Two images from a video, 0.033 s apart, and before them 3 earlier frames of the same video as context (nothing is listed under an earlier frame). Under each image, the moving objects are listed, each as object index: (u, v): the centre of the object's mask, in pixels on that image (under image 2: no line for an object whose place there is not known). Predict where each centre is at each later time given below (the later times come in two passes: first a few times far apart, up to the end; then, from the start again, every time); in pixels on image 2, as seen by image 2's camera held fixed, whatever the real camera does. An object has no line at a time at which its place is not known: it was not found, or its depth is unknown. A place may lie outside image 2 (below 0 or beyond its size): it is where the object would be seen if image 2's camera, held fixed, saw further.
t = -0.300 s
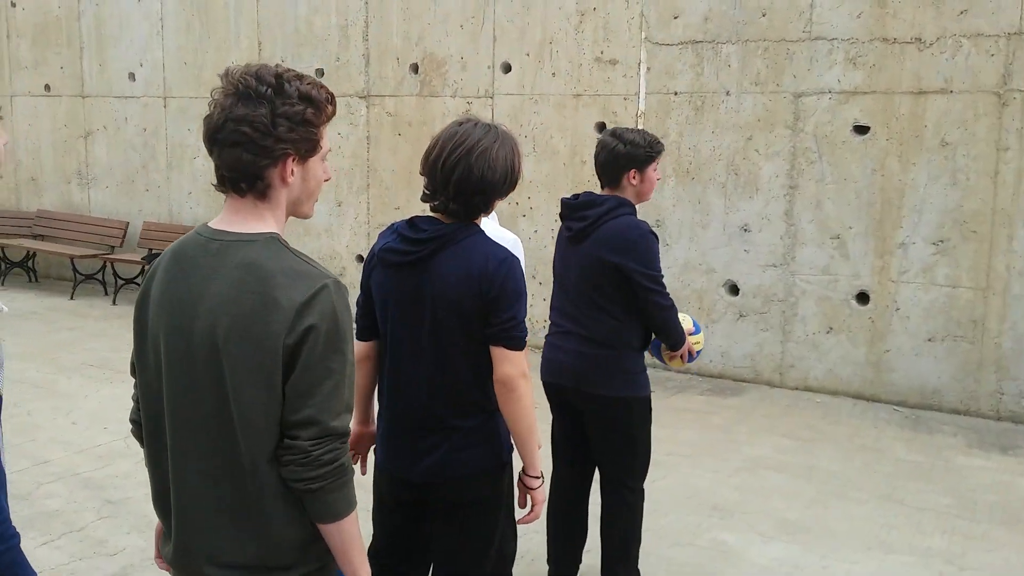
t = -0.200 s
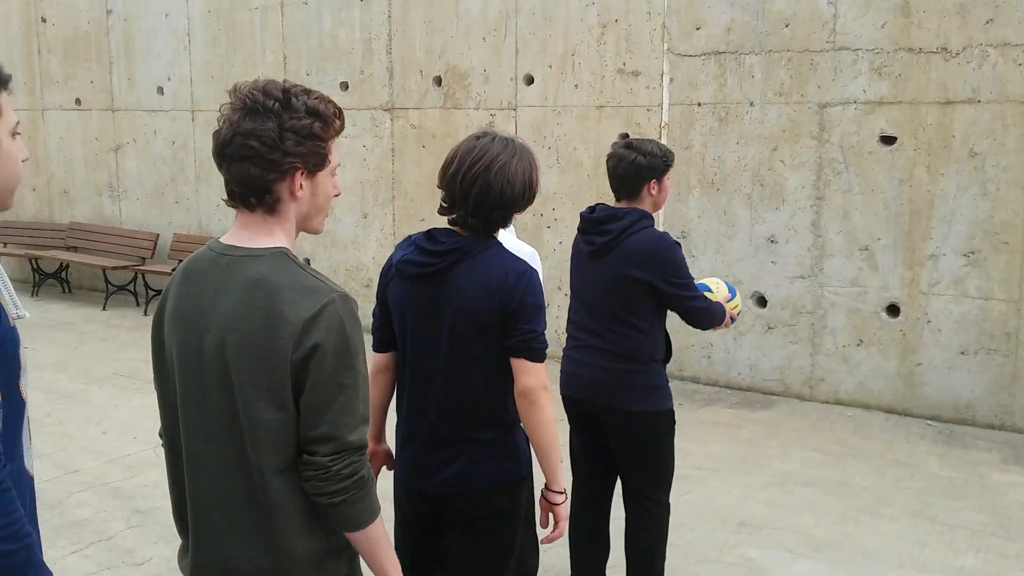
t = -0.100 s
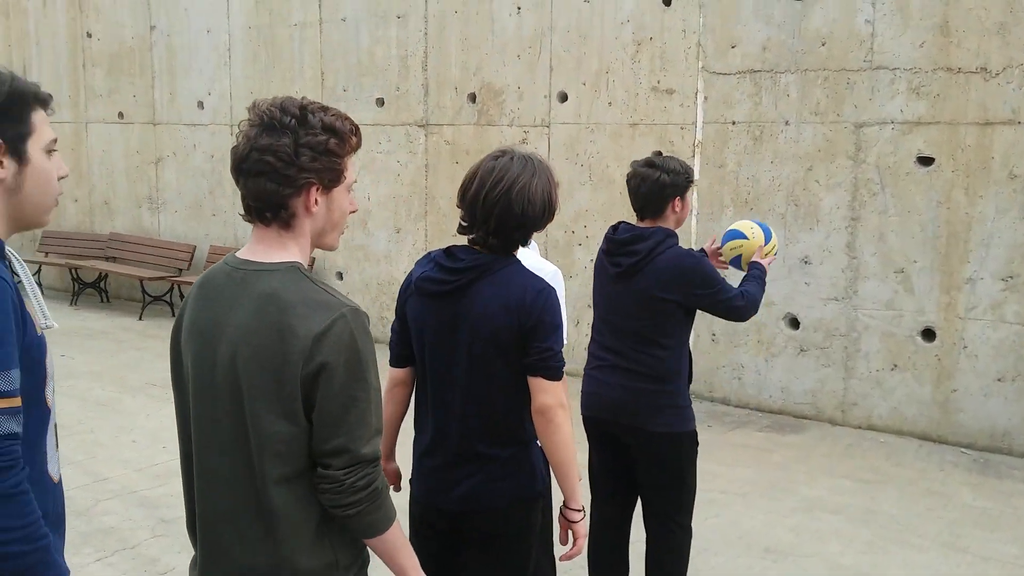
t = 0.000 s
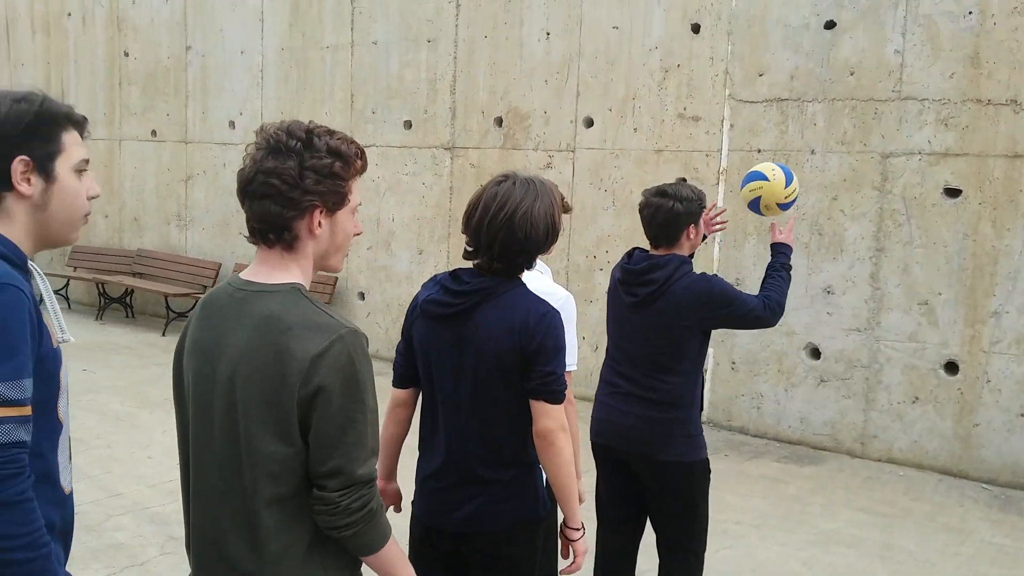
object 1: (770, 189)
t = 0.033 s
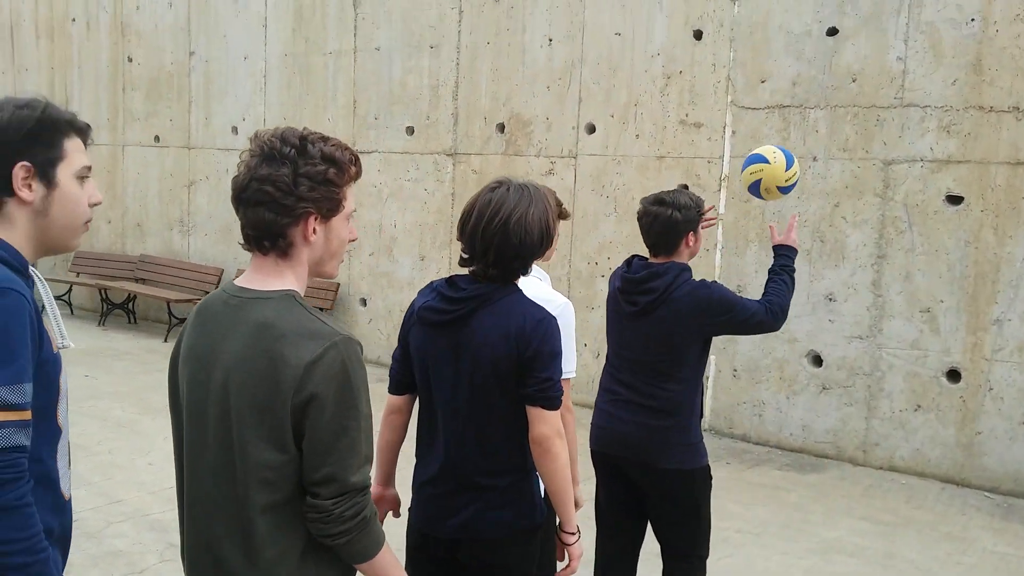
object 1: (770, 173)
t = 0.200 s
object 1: (760, 97)
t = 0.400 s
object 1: (745, 98)
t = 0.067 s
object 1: (769, 152)
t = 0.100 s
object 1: (768, 134)
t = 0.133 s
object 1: (765, 118)
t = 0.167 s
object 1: (762, 106)
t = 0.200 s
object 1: (760, 97)
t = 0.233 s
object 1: (759, 90)
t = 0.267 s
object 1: (757, 87)
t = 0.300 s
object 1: (754, 85)
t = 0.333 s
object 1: (751, 87)
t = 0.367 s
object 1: (748, 91)
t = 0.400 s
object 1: (745, 98)
